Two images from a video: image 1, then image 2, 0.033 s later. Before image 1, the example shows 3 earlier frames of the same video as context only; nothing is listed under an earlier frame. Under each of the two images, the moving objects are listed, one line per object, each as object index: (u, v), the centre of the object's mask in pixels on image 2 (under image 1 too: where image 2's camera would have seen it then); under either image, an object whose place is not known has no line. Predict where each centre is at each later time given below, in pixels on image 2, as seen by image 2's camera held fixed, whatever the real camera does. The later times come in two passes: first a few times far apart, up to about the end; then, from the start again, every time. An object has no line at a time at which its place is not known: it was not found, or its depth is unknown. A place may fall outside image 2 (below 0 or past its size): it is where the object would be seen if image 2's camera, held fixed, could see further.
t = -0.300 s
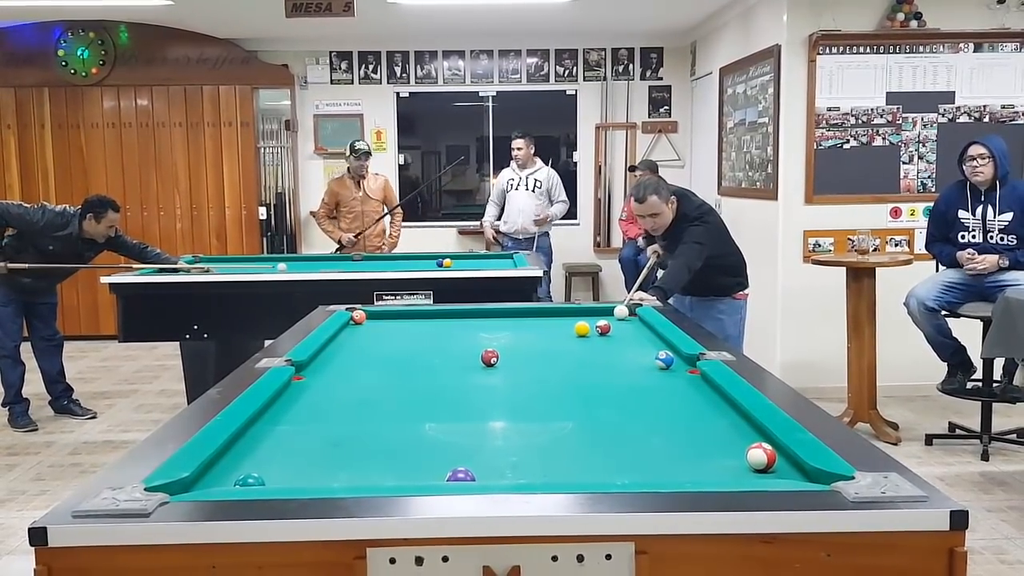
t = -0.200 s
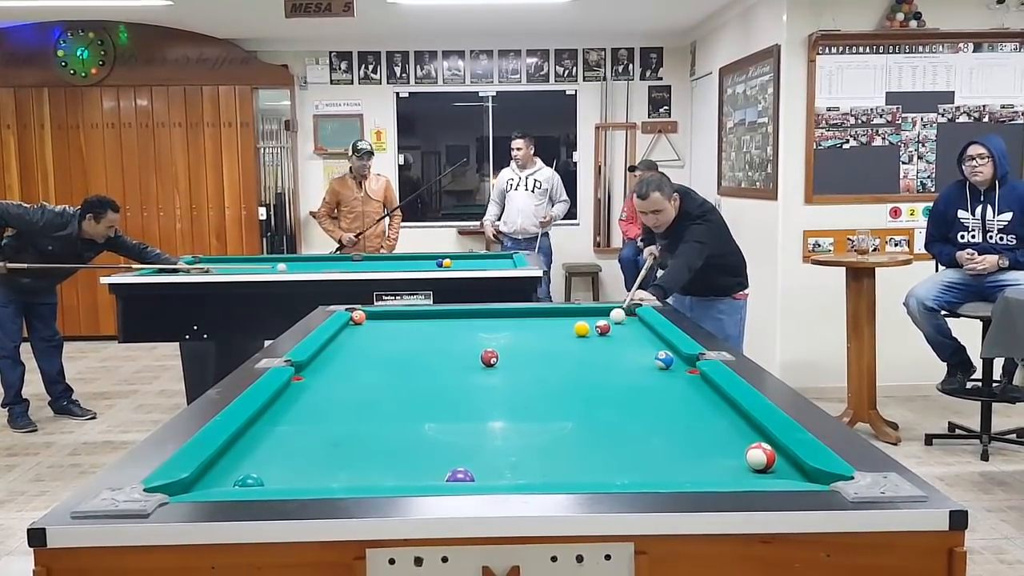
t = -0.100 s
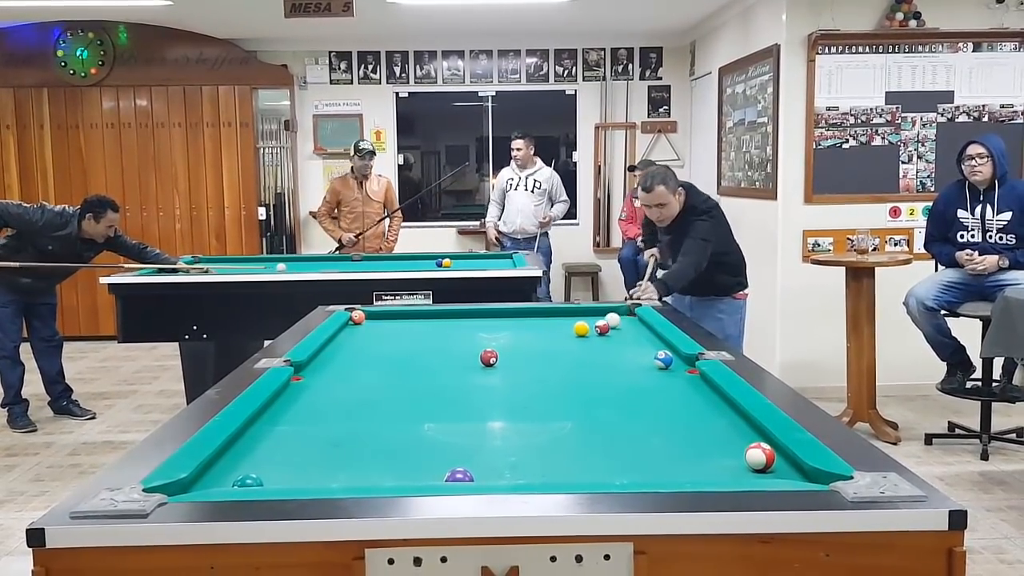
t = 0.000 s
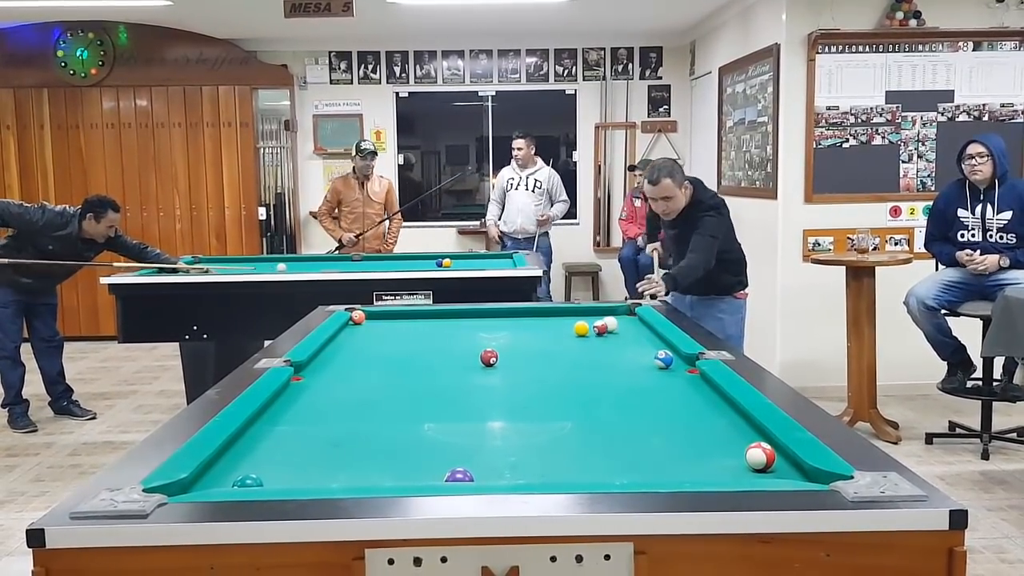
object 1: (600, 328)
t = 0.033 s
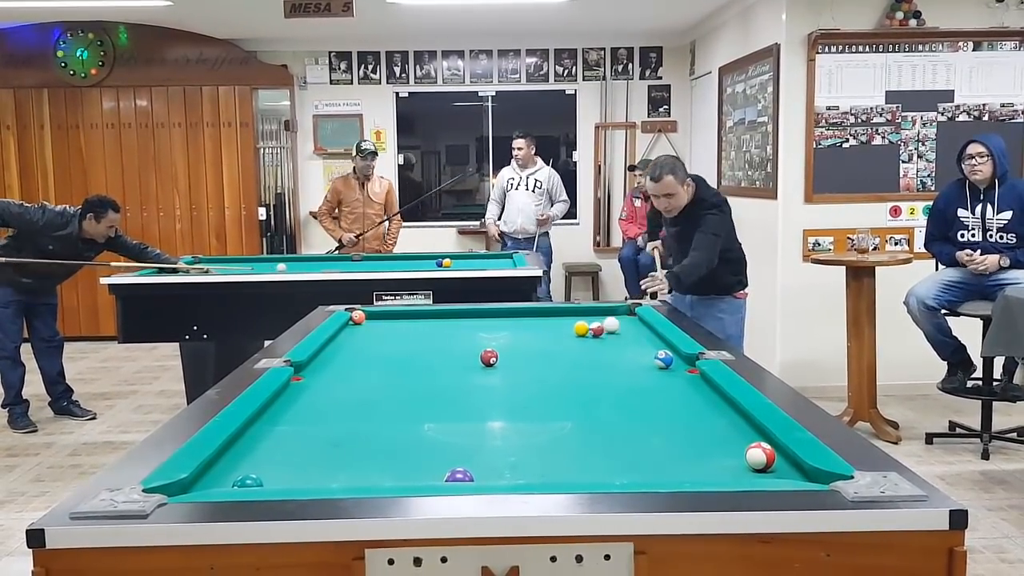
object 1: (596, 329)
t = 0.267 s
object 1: (574, 338)
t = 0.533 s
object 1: (549, 349)
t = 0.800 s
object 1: (521, 359)
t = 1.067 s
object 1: (491, 371)
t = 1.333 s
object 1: (460, 384)
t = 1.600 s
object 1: (425, 397)
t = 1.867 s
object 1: (388, 412)
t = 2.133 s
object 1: (348, 427)
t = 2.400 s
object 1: (305, 443)
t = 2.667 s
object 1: (260, 460)
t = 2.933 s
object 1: (212, 476)
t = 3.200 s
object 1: (204, 485)
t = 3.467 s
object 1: (203, 482)
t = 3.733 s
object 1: (203, 479)
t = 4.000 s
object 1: (207, 479)
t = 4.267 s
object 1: (205, 479)
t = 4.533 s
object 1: (204, 479)
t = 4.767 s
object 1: (204, 479)
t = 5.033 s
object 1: (205, 479)
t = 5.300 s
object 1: (205, 478)
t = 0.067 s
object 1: (593, 331)
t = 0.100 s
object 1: (590, 333)
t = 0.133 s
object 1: (587, 333)
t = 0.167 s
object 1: (584, 334)
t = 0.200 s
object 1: (581, 336)
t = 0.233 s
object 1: (578, 337)
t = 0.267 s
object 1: (574, 338)
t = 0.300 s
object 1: (572, 340)
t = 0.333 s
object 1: (568, 341)
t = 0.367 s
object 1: (566, 342)
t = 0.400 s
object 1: (562, 343)
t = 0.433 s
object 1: (559, 345)
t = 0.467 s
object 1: (556, 346)
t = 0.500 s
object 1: (552, 347)
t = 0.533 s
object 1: (549, 349)
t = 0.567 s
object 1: (546, 350)
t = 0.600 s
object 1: (542, 351)
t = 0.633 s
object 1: (538, 353)
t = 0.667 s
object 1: (535, 354)
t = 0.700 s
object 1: (532, 355)
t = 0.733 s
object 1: (528, 356)
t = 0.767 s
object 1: (524, 358)
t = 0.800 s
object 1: (521, 359)
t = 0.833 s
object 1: (518, 361)
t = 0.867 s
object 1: (514, 362)
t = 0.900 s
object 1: (510, 364)
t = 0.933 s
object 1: (507, 365)
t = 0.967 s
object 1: (503, 367)
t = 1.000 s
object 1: (499, 368)
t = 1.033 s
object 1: (496, 370)
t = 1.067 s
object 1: (491, 371)
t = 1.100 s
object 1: (488, 373)
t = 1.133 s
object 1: (484, 375)
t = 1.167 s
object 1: (480, 376)
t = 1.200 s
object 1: (476, 378)
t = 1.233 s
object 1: (472, 379)
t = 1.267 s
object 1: (468, 381)
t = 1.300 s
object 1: (464, 382)
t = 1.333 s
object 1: (460, 384)
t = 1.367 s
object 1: (455, 386)
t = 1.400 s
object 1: (451, 388)
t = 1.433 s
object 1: (447, 389)
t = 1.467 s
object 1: (443, 390)
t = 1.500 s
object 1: (438, 392)
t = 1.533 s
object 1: (434, 394)
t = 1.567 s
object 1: (430, 396)
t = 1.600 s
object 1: (425, 397)
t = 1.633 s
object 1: (421, 399)
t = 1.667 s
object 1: (416, 401)
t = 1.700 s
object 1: (412, 403)
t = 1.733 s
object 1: (407, 405)
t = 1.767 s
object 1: (402, 406)
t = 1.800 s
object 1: (397, 408)
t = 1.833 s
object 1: (393, 410)
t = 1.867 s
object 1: (388, 412)
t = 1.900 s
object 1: (383, 414)
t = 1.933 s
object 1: (378, 415)
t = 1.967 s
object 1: (373, 418)
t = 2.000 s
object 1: (368, 420)
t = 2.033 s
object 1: (363, 422)
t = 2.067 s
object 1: (358, 423)
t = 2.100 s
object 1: (353, 425)
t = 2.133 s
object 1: (348, 427)
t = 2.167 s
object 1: (343, 429)
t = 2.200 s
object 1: (338, 431)
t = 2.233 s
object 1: (332, 433)
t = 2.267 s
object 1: (327, 436)
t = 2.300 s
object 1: (321, 438)
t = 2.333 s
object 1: (316, 440)
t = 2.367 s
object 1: (311, 442)
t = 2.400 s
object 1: (305, 443)
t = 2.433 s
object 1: (300, 445)
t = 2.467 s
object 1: (294, 448)
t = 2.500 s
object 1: (289, 450)
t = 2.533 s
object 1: (283, 452)
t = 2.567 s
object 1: (278, 454)
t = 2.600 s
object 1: (272, 456)
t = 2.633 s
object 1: (266, 458)
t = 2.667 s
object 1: (260, 460)
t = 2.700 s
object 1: (255, 462)
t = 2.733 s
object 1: (248, 462)
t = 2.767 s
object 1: (242, 464)
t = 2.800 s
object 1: (235, 467)
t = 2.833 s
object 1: (229, 471)
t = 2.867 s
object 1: (225, 472)
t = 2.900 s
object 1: (218, 474)
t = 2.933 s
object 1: (212, 476)
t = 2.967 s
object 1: (205, 478)
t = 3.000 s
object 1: (203, 479)
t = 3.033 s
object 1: (203, 480)
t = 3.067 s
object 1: (203, 481)
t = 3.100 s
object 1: (204, 482)
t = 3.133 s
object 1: (204, 483)
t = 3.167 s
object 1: (204, 484)
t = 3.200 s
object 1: (204, 485)
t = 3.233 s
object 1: (203, 485)
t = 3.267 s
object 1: (204, 485)
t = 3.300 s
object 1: (204, 484)
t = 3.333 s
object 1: (204, 484)
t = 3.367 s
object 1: (203, 484)
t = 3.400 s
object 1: (203, 483)
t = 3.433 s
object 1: (203, 482)
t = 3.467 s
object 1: (203, 482)
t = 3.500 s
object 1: (203, 482)
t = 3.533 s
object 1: (203, 481)
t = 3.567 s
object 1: (203, 481)
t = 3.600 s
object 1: (202, 480)
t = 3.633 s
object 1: (202, 480)
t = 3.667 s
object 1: (201, 480)
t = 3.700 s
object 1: (202, 480)
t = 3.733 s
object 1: (203, 479)
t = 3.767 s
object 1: (204, 479)
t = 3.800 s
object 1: (204, 479)
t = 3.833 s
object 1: (205, 479)
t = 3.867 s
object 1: (206, 479)
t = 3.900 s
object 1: (206, 479)
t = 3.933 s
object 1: (206, 479)
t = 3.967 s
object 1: (206, 479)
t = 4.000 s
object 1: (207, 479)
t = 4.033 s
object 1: (206, 479)
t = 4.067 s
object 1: (206, 479)
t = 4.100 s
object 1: (206, 479)
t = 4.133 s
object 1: (206, 479)
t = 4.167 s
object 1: (206, 479)
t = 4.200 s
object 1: (205, 479)
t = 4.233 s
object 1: (205, 479)
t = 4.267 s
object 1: (205, 479)
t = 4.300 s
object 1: (205, 479)
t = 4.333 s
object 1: (204, 479)
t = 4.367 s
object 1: (204, 479)
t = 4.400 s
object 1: (204, 479)
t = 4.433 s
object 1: (204, 479)
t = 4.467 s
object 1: (204, 479)
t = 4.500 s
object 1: (205, 479)
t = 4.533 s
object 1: (204, 479)
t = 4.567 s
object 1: (205, 479)
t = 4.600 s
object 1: (205, 479)
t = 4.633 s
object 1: (205, 479)
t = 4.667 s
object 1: (205, 479)
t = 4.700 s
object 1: (204, 479)
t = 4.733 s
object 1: (204, 479)
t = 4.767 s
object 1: (204, 479)
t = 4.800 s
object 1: (204, 479)
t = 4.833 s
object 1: (205, 479)
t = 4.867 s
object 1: (205, 479)
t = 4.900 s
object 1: (204, 479)
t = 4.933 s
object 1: (205, 479)
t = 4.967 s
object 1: (205, 479)
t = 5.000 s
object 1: (205, 479)
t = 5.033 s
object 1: (205, 479)
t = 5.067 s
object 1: (205, 479)
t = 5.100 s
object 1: (205, 479)
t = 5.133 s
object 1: (205, 479)
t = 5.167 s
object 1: (205, 478)
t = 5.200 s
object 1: (205, 478)
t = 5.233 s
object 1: (206, 478)
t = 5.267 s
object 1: (205, 478)
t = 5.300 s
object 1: (205, 478)
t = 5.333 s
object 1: (205, 478)
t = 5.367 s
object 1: (205, 478)
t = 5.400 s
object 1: (205, 478)
